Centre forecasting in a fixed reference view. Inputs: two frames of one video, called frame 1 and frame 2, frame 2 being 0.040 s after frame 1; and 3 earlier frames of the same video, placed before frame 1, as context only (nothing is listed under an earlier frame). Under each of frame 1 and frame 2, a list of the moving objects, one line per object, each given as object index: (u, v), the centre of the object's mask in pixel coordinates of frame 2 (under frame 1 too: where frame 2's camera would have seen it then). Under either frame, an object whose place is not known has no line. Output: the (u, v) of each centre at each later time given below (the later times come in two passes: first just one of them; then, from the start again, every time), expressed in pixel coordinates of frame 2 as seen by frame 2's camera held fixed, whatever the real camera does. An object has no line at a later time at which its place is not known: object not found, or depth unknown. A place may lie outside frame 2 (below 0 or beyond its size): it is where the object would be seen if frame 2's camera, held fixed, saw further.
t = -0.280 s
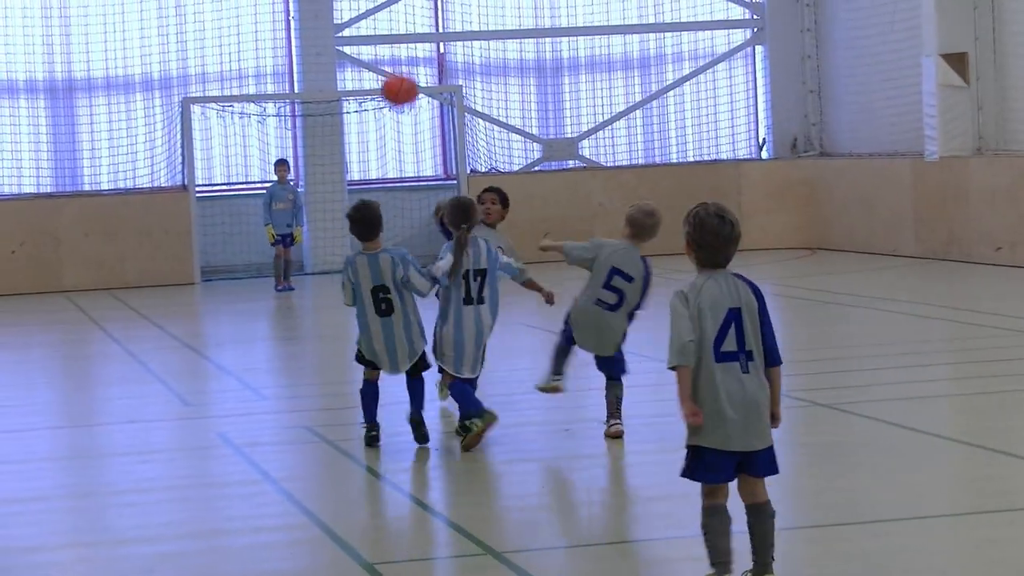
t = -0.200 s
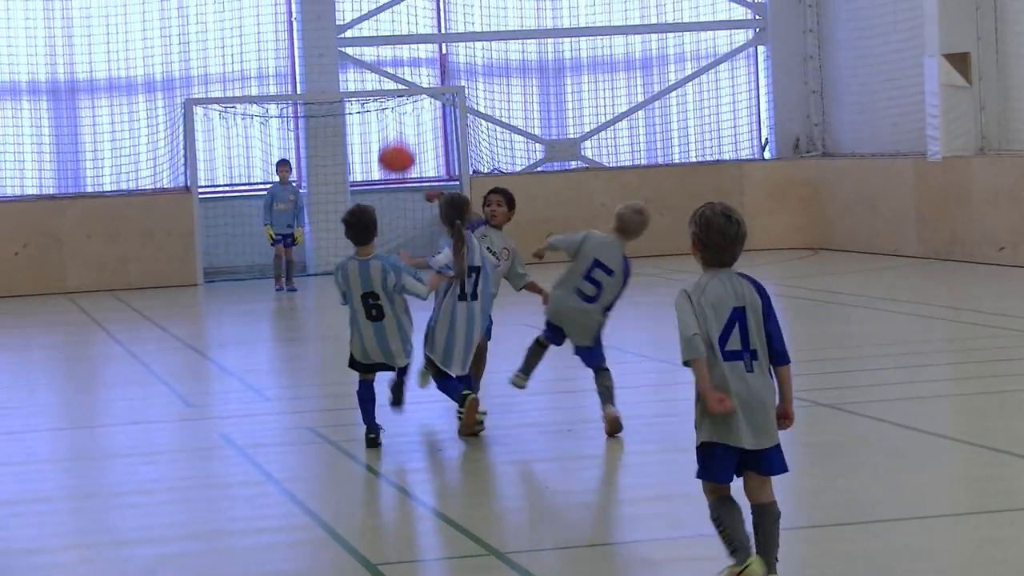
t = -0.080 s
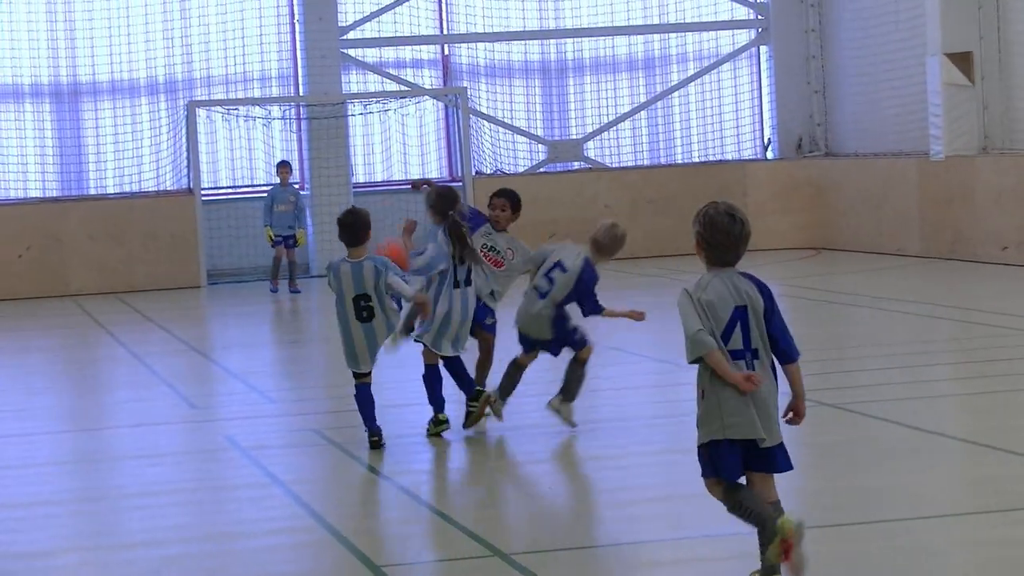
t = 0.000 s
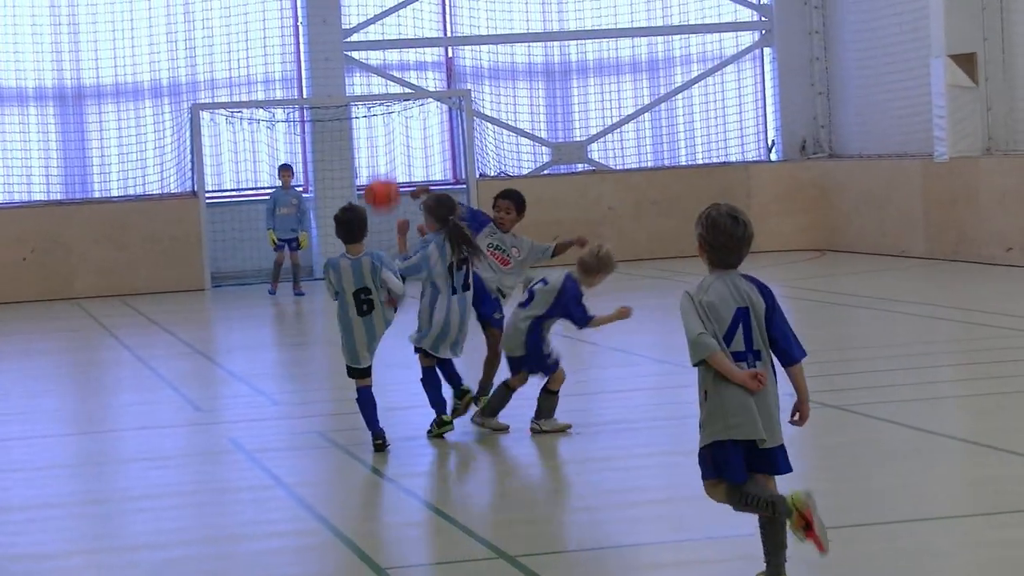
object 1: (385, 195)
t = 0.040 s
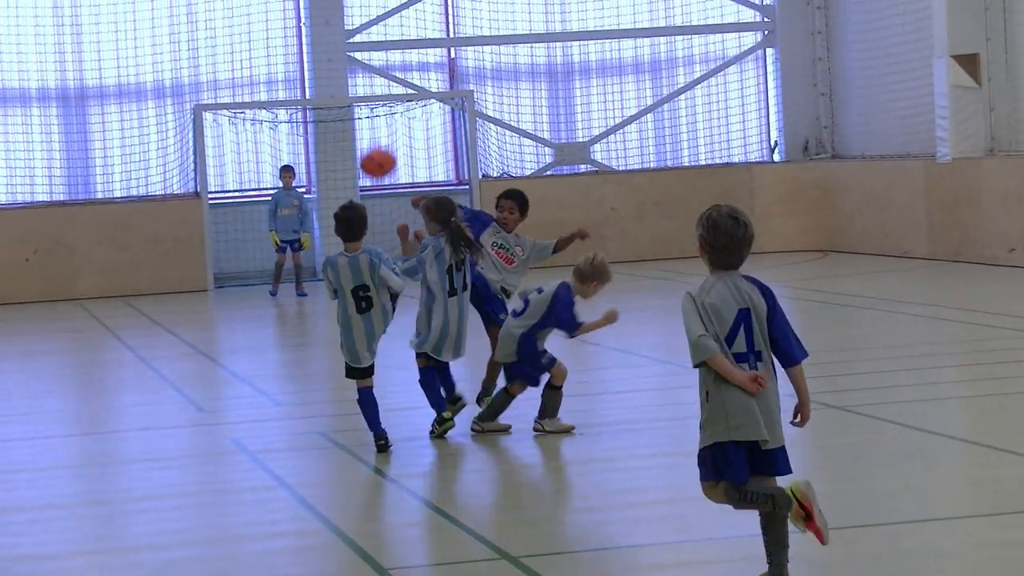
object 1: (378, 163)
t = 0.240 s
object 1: (348, 56)
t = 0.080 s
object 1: (372, 135)
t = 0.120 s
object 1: (365, 110)
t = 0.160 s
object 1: (359, 88)
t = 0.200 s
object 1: (353, 70)
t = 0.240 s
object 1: (348, 56)
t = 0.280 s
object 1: (343, 44)
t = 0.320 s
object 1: (338, 35)
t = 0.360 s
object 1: (333, 28)
